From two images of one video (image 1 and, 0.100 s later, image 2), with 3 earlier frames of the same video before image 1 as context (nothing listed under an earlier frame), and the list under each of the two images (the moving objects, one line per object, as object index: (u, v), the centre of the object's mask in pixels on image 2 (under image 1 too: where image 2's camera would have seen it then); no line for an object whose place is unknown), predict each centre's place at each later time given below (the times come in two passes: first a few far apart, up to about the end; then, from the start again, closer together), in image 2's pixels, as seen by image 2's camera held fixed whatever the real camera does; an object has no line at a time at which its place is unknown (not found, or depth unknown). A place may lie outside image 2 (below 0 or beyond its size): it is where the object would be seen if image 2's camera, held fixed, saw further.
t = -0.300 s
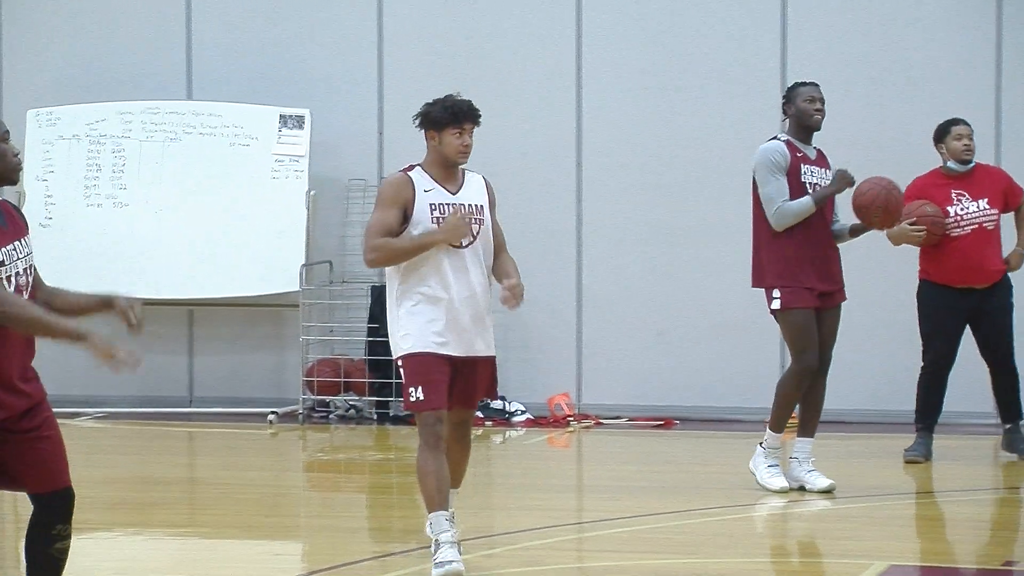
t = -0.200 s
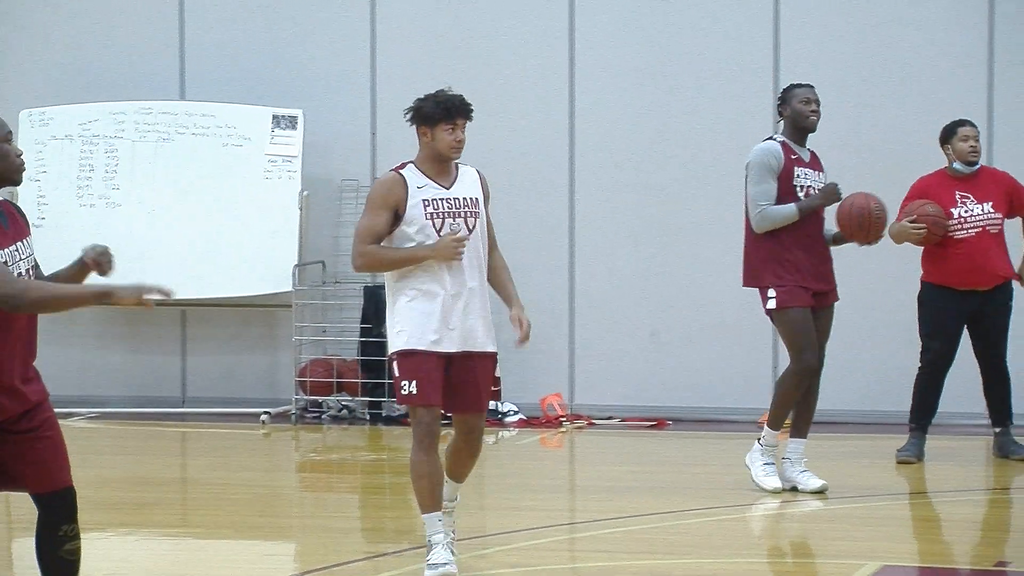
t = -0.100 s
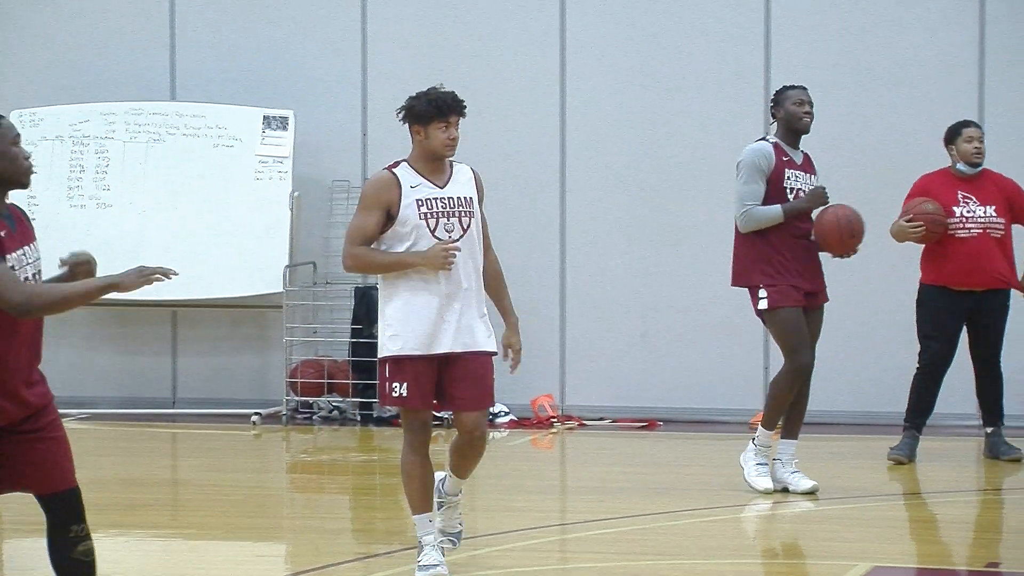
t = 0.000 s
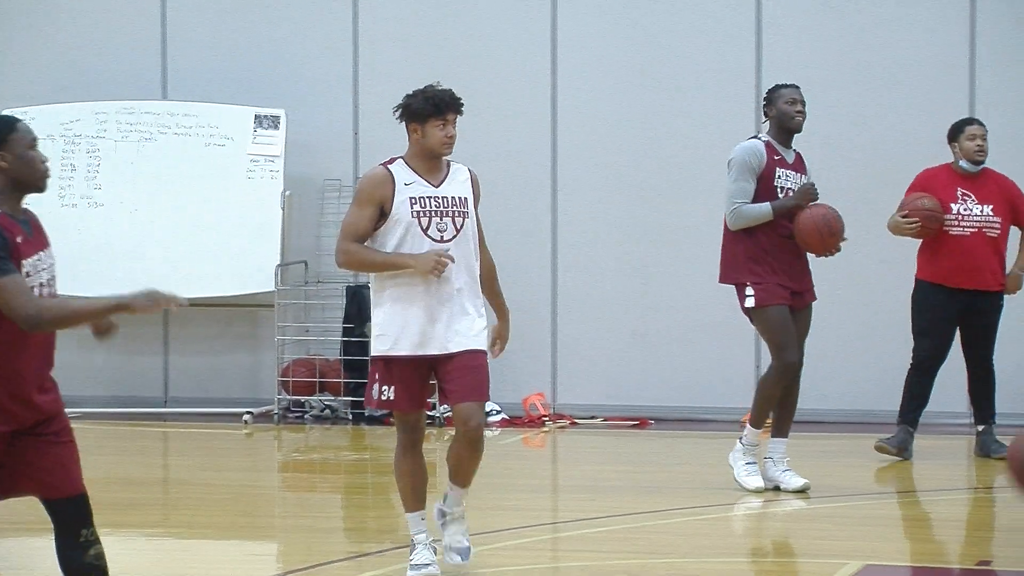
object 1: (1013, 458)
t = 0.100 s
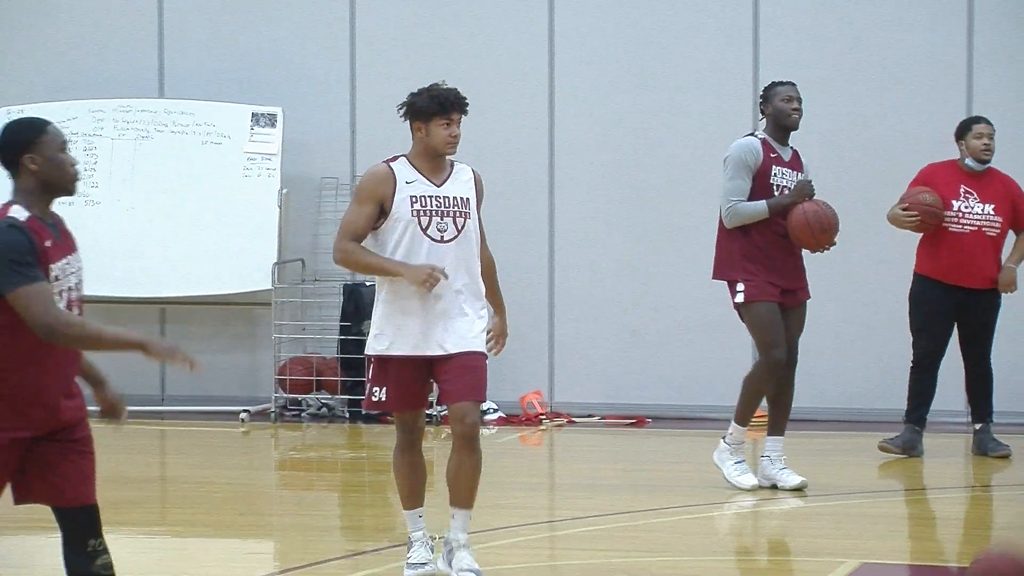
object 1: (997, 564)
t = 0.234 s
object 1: (955, 530)
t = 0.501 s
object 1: (856, 390)
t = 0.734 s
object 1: (772, 450)
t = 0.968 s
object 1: (691, 589)
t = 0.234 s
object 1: (955, 530)
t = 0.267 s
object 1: (942, 499)
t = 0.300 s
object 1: (931, 473)
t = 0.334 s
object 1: (917, 450)
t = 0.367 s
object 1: (905, 431)
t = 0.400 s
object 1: (892, 415)
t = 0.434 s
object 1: (881, 404)
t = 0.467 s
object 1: (868, 395)
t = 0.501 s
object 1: (856, 390)
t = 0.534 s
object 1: (844, 389)
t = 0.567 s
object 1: (831, 390)
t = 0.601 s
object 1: (819, 395)
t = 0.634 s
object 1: (807, 404)
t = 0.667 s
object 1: (797, 415)
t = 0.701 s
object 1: (785, 430)
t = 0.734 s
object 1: (772, 450)
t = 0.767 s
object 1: (760, 472)
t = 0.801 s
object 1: (749, 498)
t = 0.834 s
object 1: (736, 527)
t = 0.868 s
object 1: (725, 559)
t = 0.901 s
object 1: (714, 594)
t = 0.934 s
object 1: (704, 608)
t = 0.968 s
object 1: (691, 589)
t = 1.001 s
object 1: (678, 560)
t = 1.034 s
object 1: (667, 535)
